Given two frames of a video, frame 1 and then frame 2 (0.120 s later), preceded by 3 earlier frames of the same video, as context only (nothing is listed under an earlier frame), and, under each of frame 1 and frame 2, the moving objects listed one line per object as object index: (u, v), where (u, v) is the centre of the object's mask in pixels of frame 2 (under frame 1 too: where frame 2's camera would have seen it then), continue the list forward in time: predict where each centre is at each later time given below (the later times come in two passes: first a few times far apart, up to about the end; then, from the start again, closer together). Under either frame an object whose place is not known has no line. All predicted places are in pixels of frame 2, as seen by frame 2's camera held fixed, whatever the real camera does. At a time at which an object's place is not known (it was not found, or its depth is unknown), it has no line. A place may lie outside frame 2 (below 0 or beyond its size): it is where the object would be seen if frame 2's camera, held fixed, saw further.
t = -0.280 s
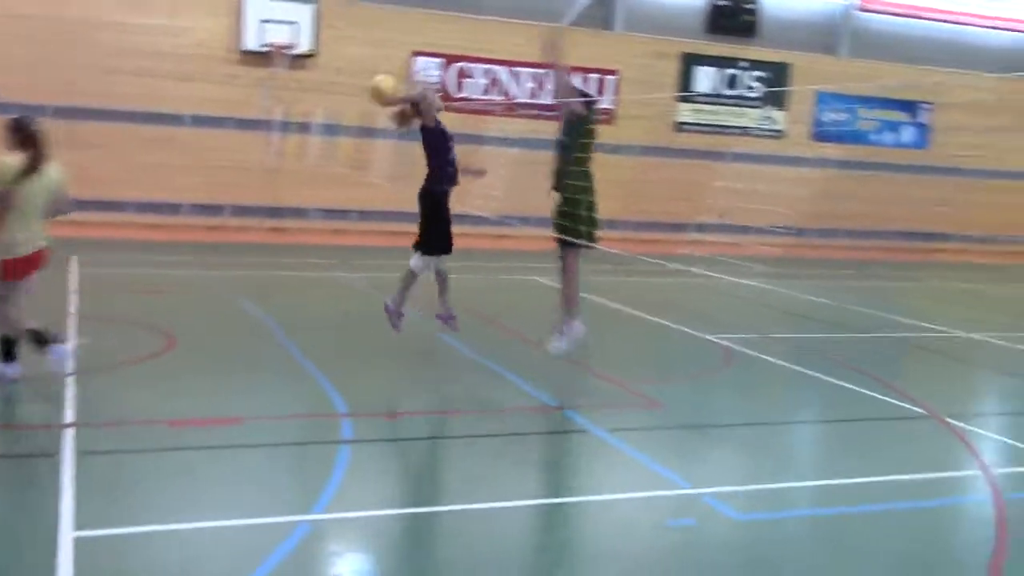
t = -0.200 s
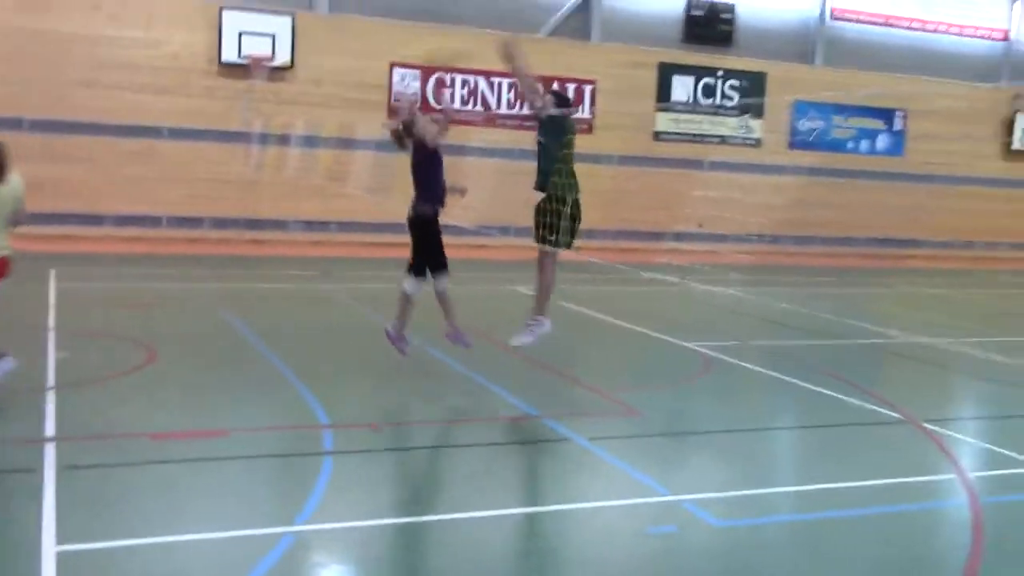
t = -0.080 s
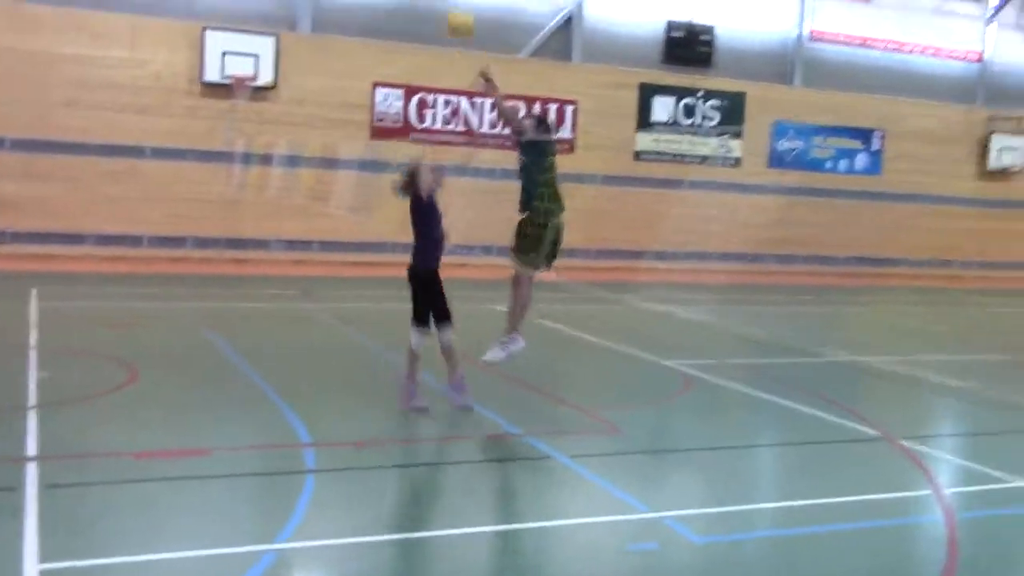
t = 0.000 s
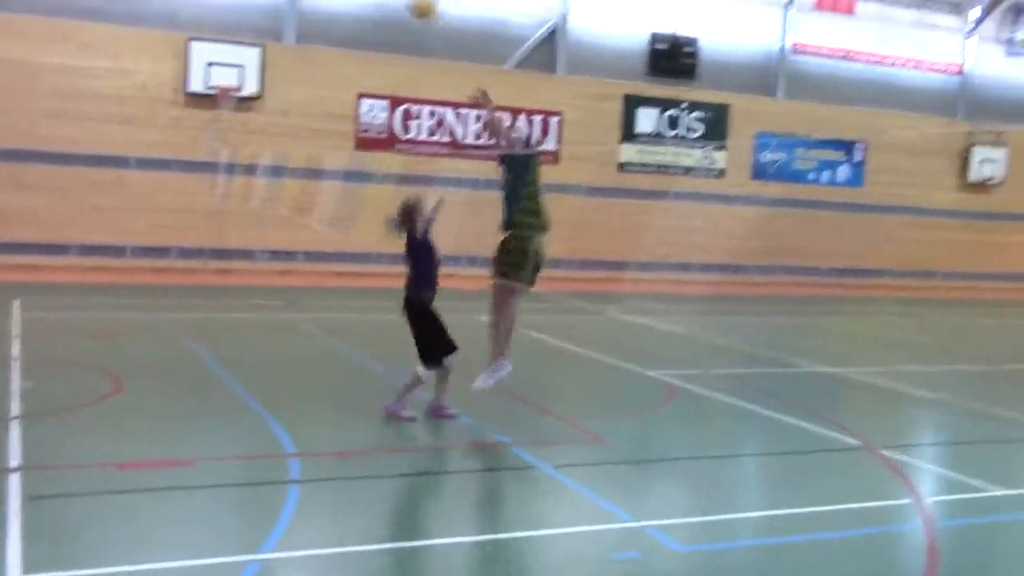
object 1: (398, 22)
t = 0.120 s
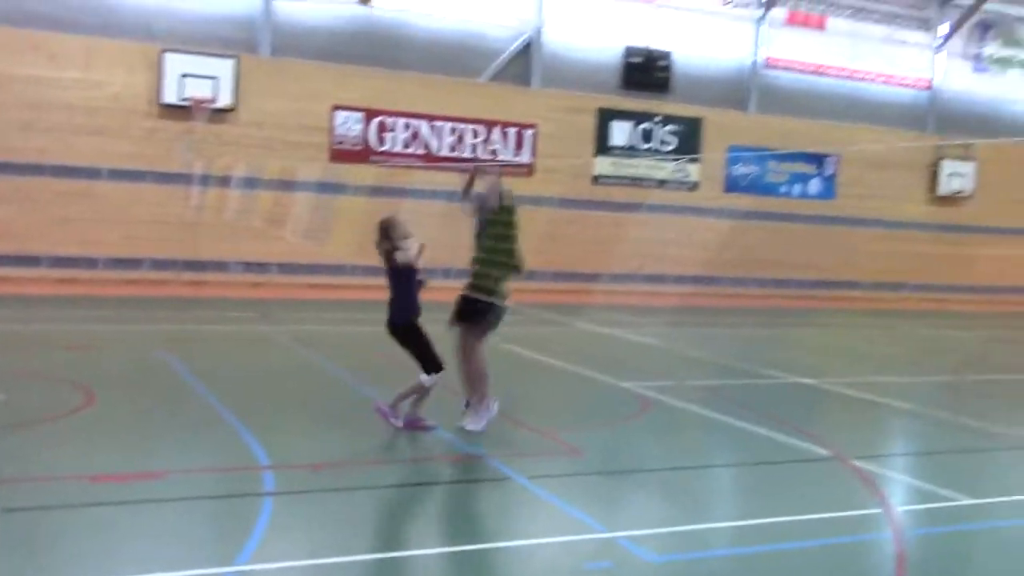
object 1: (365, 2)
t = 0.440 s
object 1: (273, 16)
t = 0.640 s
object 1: (206, 114)
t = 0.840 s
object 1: (132, 259)
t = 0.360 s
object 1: (296, -3)
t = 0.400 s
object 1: (284, 5)
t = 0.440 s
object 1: (273, 16)
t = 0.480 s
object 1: (262, 29)
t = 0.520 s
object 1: (247, 47)
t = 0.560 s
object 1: (234, 65)
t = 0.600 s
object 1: (222, 85)
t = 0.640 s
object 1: (206, 114)
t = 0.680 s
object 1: (194, 132)
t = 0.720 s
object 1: (179, 159)
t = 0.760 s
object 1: (164, 197)
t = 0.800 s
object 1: (147, 229)
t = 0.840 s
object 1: (132, 259)
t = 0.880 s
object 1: (116, 296)
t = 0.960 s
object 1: (78, 385)
